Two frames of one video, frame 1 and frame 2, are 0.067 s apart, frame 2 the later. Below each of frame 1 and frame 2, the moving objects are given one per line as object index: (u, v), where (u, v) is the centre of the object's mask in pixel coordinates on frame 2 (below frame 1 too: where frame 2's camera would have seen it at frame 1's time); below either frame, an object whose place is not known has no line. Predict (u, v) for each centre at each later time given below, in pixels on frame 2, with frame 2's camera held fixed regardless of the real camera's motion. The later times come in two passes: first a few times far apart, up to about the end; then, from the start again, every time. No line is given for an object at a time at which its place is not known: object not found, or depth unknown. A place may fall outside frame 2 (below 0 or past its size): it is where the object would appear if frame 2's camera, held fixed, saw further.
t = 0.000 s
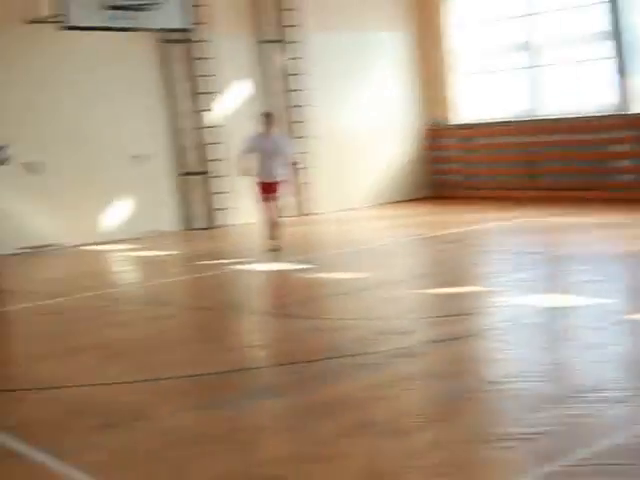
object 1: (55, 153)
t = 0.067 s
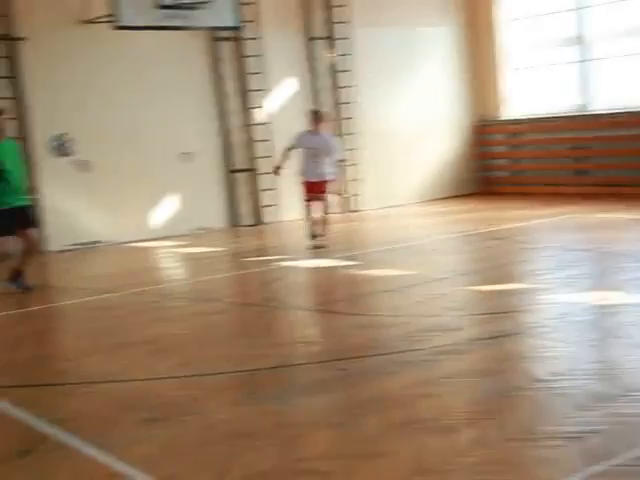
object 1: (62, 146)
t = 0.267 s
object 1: (108, 152)
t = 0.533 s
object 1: (179, 237)
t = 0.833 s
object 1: (230, 245)
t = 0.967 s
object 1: (237, 213)
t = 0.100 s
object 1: (69, 144)
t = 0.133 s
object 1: (77, 143)
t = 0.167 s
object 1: (84, 142)
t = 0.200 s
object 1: (92, 144)
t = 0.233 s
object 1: (99, 147)
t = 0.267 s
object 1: (108, 152)
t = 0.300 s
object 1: (116, 157)
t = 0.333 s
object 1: (124, 165)
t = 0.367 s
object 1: (133, 172)
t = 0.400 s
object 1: (141, 183)
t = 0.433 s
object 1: (150, 194)
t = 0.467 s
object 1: (159, 205)
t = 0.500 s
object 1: (169, 222)
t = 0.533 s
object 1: (179, 237)
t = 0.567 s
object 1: (191, 255)
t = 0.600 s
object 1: (203, 275)
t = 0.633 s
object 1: (215, 296)
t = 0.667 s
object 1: (224, 314)
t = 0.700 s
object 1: (226, 299)
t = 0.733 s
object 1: (226, 284)
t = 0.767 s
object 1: (227, 269)
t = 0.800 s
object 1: (229, 257)
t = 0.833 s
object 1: (230, 245)
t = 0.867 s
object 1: (230, 232)
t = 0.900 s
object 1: (232, 225)
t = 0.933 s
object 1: (234, 219)
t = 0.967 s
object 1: (237, 213)
